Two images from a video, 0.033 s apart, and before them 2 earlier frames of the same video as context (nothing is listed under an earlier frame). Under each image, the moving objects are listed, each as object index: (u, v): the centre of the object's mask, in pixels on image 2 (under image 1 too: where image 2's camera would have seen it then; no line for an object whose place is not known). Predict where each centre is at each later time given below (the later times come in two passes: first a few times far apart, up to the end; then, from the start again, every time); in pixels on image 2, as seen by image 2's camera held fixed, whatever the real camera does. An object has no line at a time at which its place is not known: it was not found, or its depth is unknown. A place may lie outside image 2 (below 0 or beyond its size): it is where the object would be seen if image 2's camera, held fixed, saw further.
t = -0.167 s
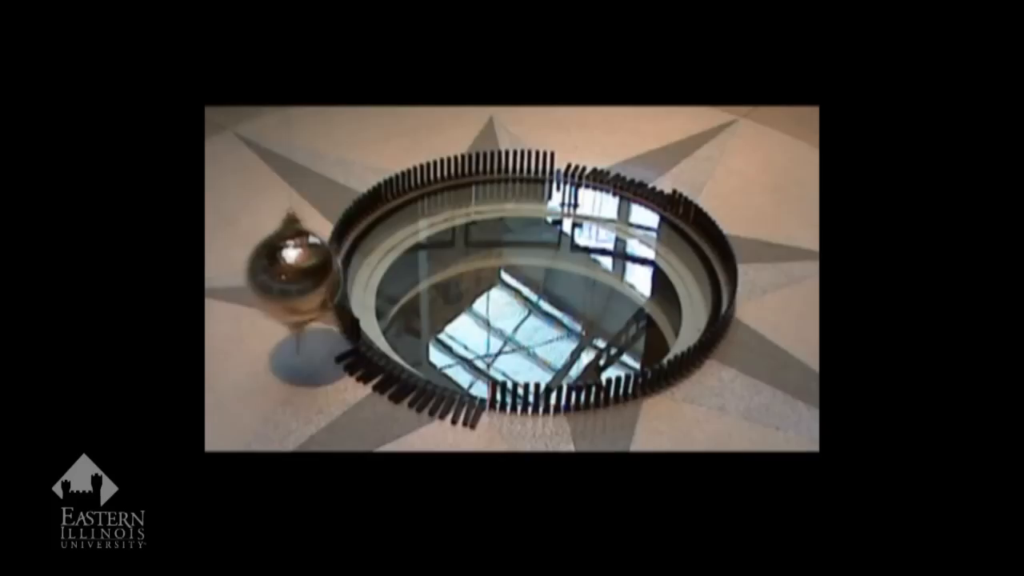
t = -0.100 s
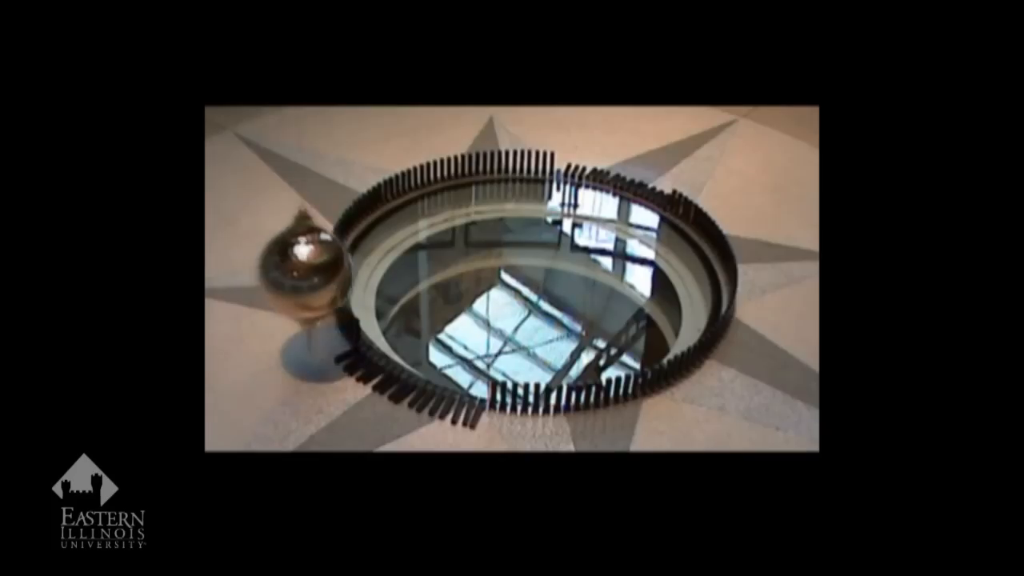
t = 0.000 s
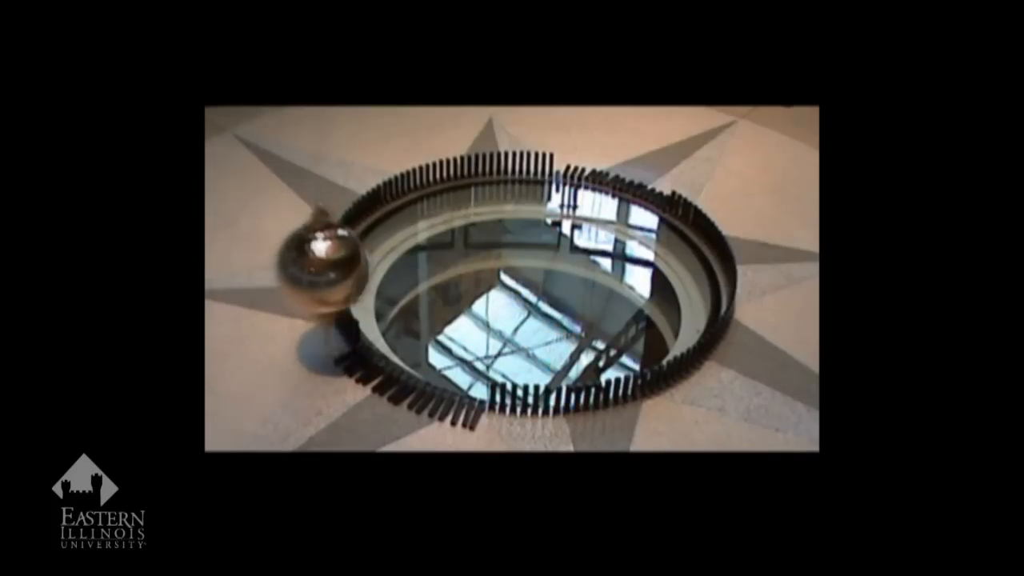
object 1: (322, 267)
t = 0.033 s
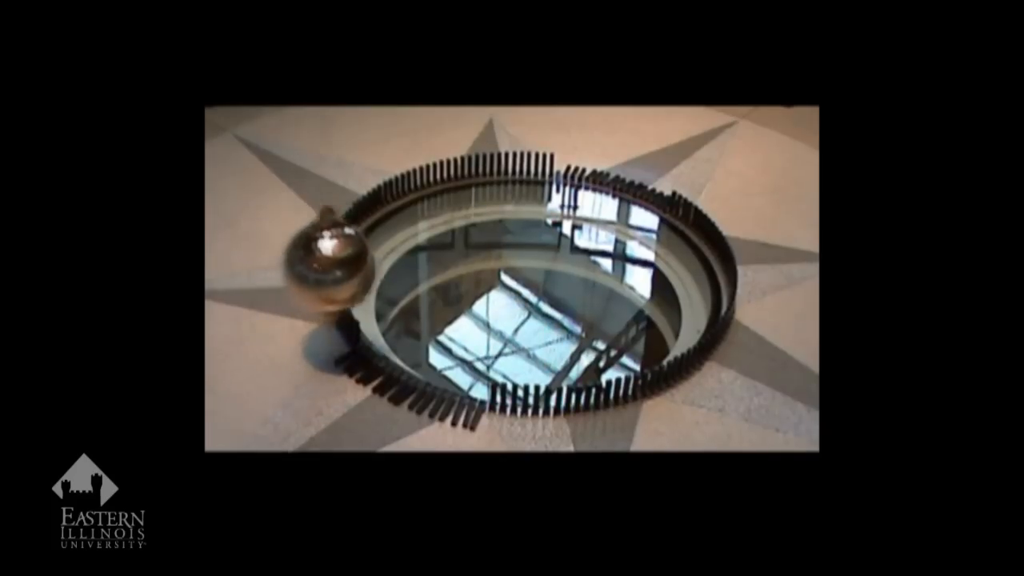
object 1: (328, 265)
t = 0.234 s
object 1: (367, 252)
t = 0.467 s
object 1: (416, 235)
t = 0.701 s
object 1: (466, 217)
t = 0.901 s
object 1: (507, 202)
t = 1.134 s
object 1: (554, 183)
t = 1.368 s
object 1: (599, 164)
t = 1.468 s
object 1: (616, 157)
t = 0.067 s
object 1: (335, 263)
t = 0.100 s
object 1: (341, 261)
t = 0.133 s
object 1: (347, 259)
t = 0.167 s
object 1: (354, 256)
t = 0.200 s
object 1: (361, 255)
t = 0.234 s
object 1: (367, 252)
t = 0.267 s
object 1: (373, 250)
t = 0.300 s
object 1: (379, 246)
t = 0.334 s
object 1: (387, 242)
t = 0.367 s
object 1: (395, 240)
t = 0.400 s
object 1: (402, 238)
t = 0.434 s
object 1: (409, 237)
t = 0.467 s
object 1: (416, 235)
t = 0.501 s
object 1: (424, 233)
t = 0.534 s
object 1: (431, 231)
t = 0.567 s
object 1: (438, 228)
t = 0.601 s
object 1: (445, 226)
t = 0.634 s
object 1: (452, 223)
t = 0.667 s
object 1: (458, 220)
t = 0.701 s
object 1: (466, 217)
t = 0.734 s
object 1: (473, 215)
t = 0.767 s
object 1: (481, 213)
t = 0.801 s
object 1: (487, 210)
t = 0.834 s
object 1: (494, 207)
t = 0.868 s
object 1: (501, 204)
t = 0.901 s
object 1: (507, 202)
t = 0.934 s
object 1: (514, 199)
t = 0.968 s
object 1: (521, 196)
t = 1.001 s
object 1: (528, 194)
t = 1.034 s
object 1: (535, 191)
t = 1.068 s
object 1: (541, 189)
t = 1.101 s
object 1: (547, 186)
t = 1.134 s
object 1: (554, 183)
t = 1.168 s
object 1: (561, 181)
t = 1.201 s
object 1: (568, 179)
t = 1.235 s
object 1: (574, 175)
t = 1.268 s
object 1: (582, 173)
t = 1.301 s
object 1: (587, 171)
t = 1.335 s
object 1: (593, 167)
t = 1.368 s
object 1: (599, 164)
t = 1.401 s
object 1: (604, 162)
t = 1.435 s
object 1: (610, 159)
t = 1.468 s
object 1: (616, 157)
